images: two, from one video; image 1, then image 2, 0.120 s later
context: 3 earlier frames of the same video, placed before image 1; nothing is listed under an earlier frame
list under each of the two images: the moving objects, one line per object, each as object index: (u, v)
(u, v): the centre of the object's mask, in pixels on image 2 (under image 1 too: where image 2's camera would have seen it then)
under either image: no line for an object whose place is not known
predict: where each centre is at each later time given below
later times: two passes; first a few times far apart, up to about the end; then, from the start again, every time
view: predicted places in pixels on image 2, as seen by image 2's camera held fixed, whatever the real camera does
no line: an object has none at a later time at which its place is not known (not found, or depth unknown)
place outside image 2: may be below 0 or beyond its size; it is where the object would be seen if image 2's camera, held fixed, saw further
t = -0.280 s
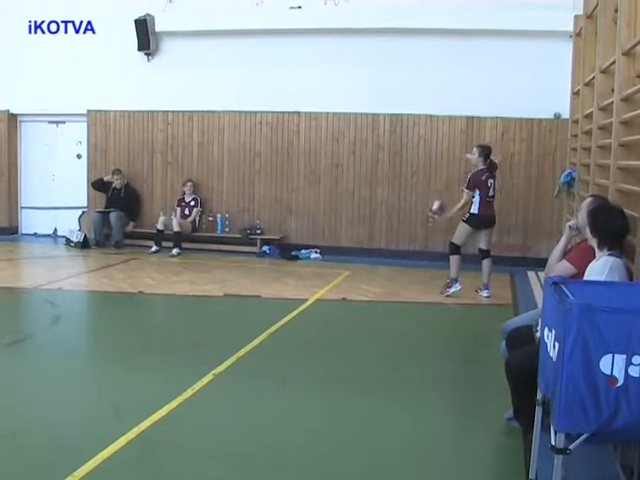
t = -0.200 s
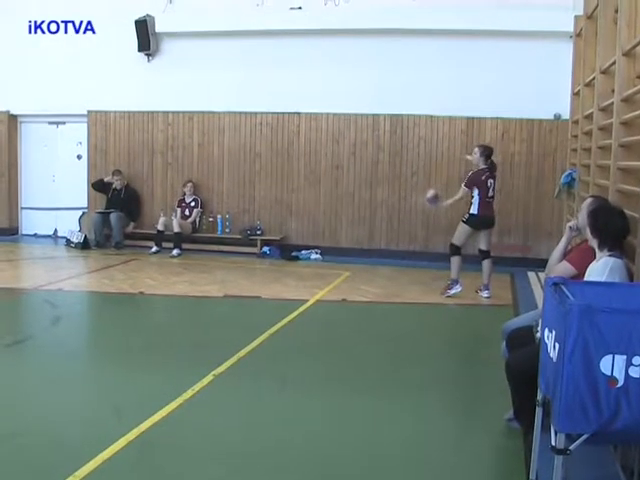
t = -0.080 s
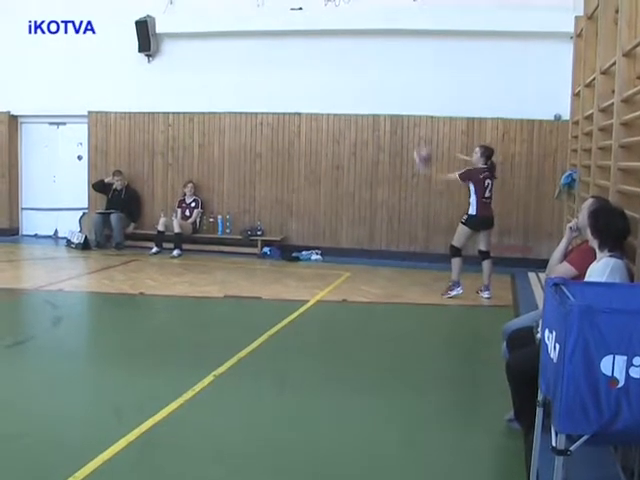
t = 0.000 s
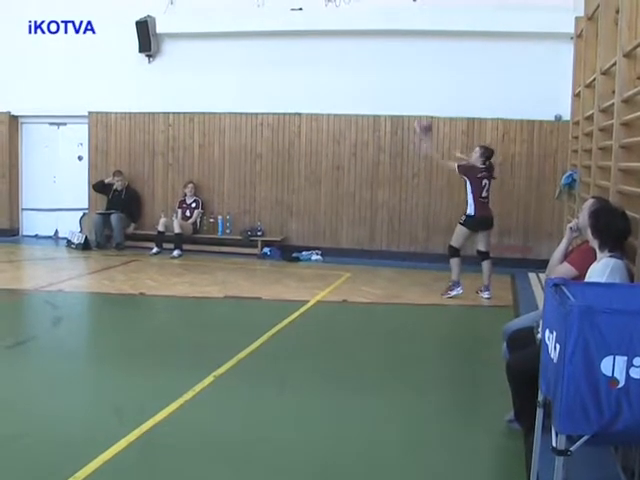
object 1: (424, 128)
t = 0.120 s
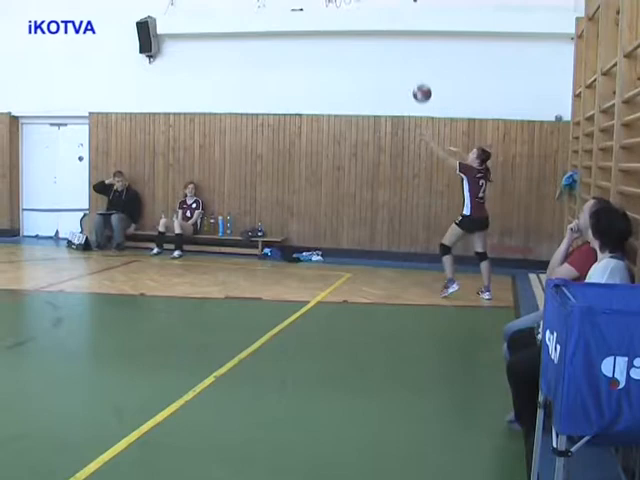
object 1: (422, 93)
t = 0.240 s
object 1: (421, 72)
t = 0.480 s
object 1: (417, 67)
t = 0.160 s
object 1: (421, 84)
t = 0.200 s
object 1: (421, 77)
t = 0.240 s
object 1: (421, 72)
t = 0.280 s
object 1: (420, 68)
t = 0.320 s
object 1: (420, 64)
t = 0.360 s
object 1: (419, 63)
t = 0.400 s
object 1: (419, 63)
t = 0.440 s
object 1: (418, 64)
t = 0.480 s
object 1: (417, 67)
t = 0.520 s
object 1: (416, 71)
